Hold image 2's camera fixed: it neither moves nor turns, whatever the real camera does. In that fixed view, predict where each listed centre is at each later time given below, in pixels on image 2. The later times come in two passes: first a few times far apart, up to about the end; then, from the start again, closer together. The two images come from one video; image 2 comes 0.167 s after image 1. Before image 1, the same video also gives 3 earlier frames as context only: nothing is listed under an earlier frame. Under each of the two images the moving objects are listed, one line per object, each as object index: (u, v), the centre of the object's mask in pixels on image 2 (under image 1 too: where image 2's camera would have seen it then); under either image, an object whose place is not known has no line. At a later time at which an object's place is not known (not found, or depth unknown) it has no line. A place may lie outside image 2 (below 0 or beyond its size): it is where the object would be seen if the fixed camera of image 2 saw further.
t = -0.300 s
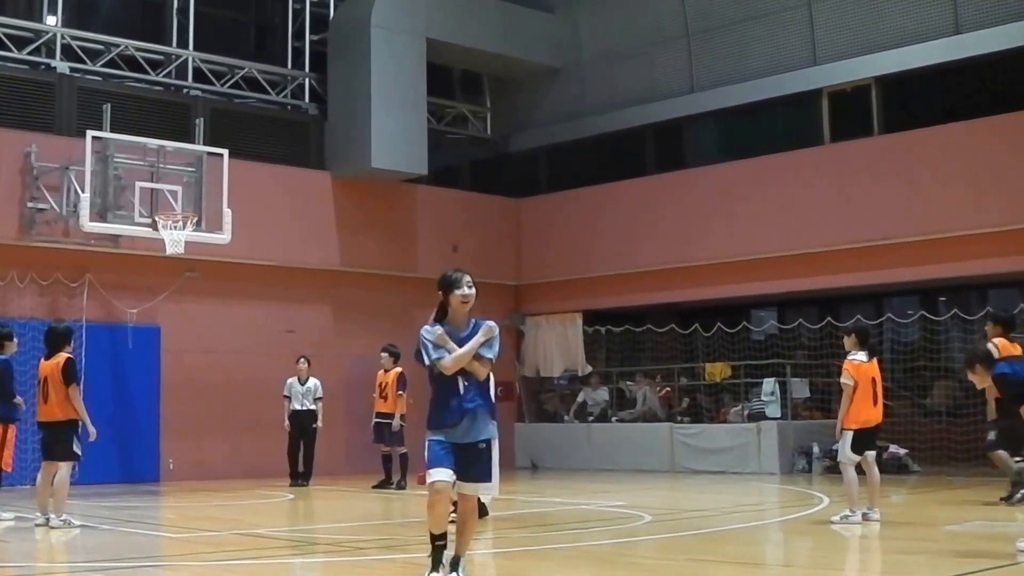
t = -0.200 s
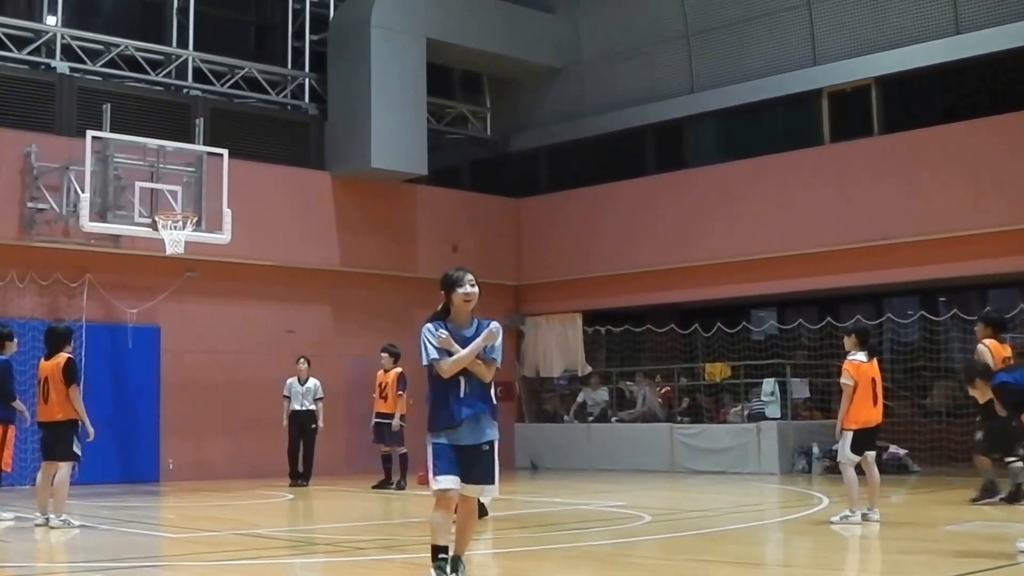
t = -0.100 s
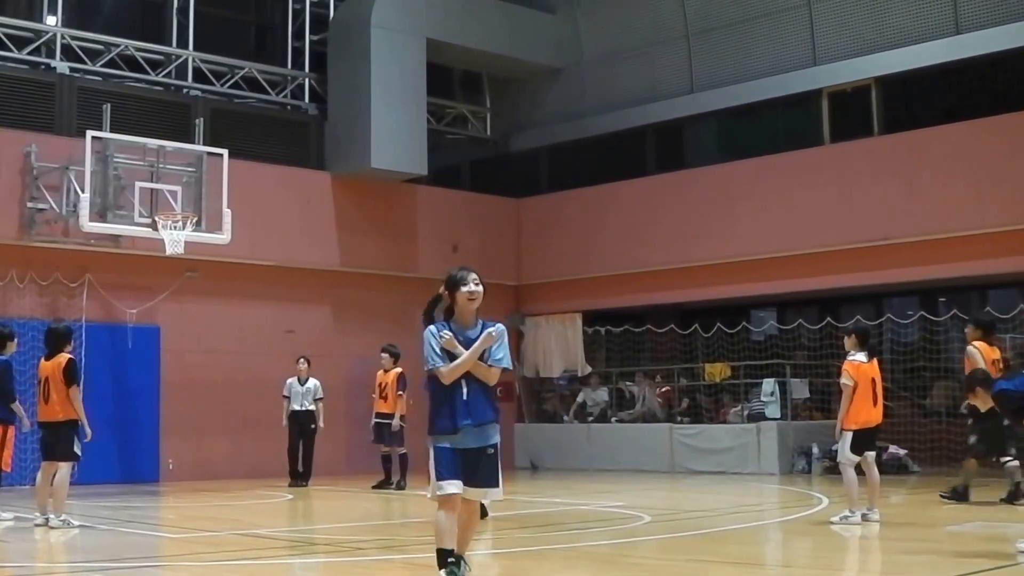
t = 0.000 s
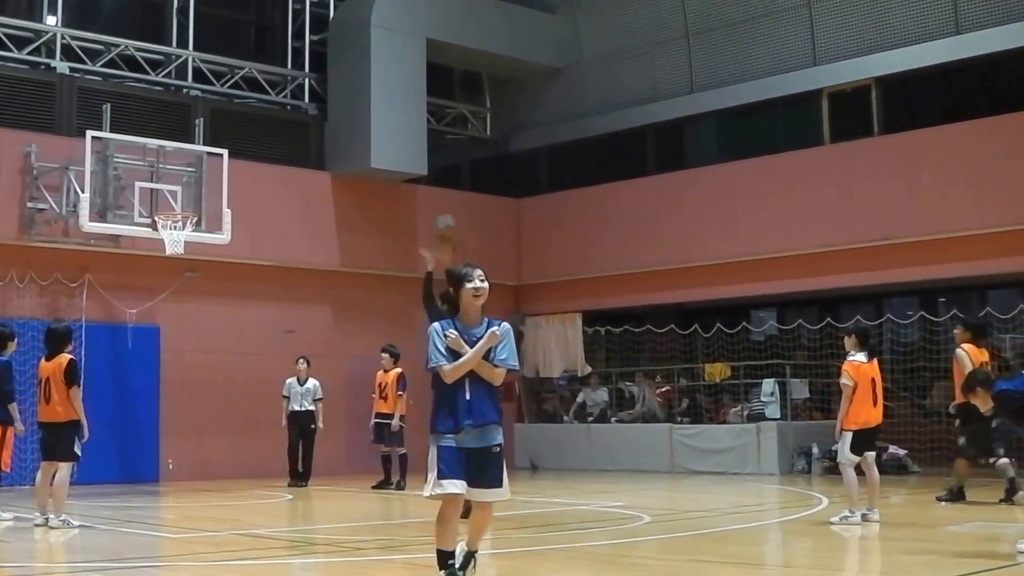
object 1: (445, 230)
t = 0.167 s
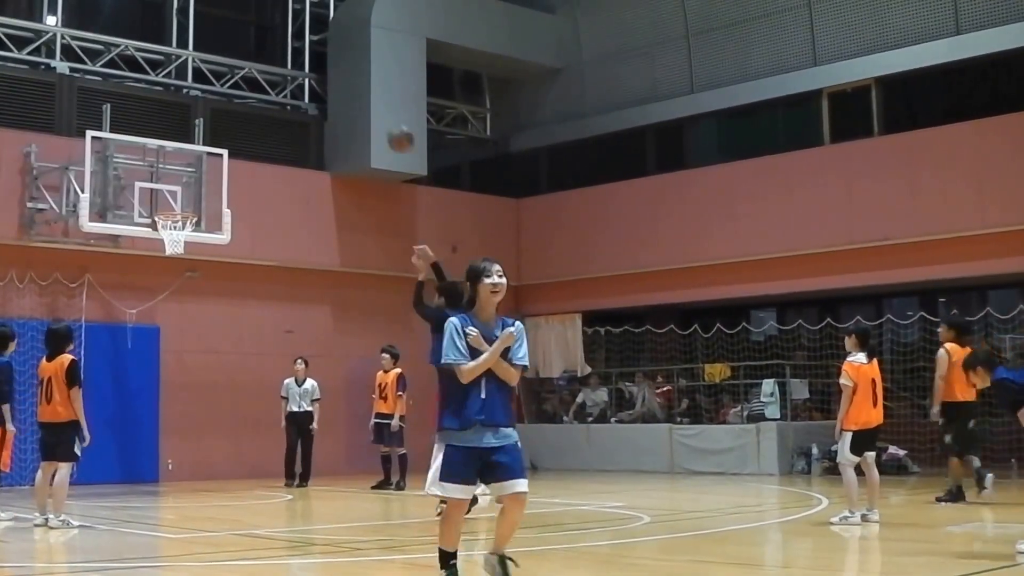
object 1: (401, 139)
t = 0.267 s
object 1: (377, 102)
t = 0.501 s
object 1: (322, 60)
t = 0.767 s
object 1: (271, 78)
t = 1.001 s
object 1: (229, 144)
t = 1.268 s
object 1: (187, 268)
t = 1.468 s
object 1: (157, 401)
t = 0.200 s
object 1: (392, 126)
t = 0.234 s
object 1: (384, 113)
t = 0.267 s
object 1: (377, 102)
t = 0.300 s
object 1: (368, 91)
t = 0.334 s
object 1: (360, 82)
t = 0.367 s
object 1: (353, 77)
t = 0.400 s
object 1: (344, 69)
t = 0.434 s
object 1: (337, 64)
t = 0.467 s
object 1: (330, 62)
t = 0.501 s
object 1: (322, 60)
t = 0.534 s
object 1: (315, 59)
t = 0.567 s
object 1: (309, 58)
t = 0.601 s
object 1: (302, 59)
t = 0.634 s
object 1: (295, 60)
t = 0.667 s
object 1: (289, 63)
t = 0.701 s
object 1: (283, 66)
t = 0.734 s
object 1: (276, 72)
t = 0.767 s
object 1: (271, 78)
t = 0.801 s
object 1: (264, 83)
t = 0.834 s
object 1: (258, 91)
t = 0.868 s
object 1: (252, 101)
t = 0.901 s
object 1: (246, 111)
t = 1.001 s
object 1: (229, 144)
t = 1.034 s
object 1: (222, 158)
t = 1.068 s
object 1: (216, 173)
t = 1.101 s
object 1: (211, 187)
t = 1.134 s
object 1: (206, 202)
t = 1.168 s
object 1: (200, 218)
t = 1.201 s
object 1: (195, 236)
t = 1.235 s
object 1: (190, 251)
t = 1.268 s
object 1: (187, 268)
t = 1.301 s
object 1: (182, 290)
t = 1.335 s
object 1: (175, 313)
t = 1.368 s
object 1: (171, 333)
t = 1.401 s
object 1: (167, 356)
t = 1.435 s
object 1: (160, 379)
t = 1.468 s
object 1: (157, 401)
